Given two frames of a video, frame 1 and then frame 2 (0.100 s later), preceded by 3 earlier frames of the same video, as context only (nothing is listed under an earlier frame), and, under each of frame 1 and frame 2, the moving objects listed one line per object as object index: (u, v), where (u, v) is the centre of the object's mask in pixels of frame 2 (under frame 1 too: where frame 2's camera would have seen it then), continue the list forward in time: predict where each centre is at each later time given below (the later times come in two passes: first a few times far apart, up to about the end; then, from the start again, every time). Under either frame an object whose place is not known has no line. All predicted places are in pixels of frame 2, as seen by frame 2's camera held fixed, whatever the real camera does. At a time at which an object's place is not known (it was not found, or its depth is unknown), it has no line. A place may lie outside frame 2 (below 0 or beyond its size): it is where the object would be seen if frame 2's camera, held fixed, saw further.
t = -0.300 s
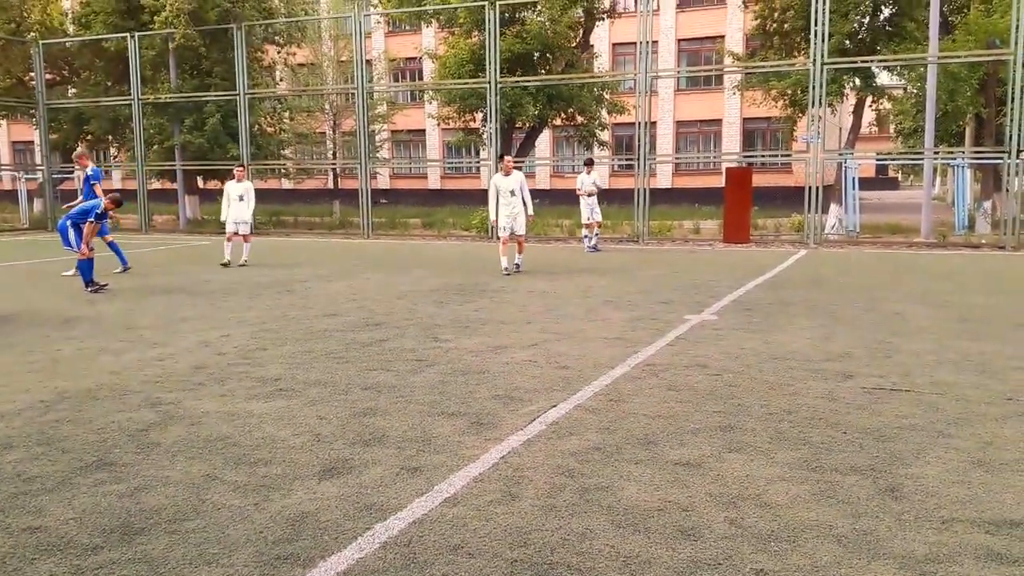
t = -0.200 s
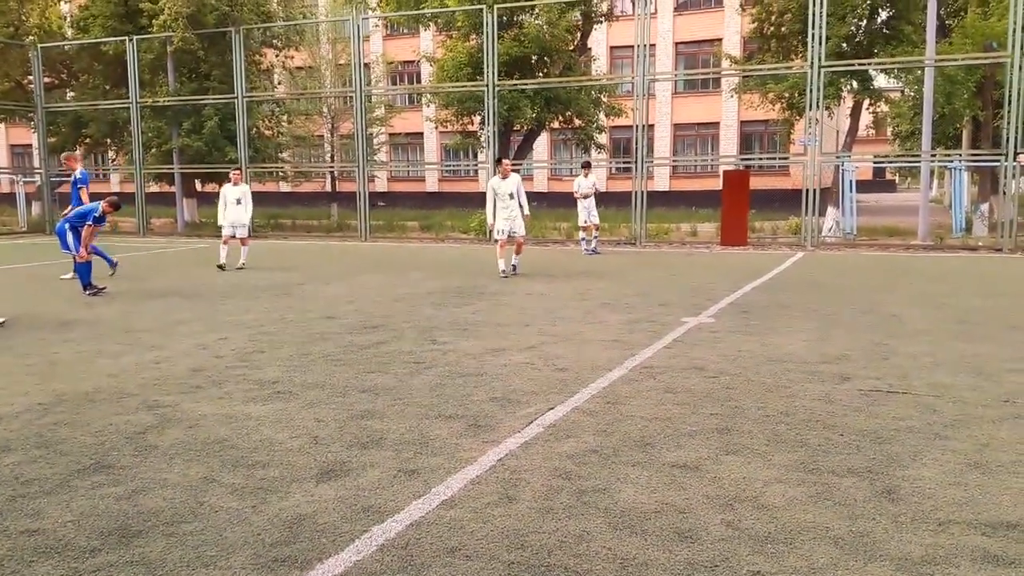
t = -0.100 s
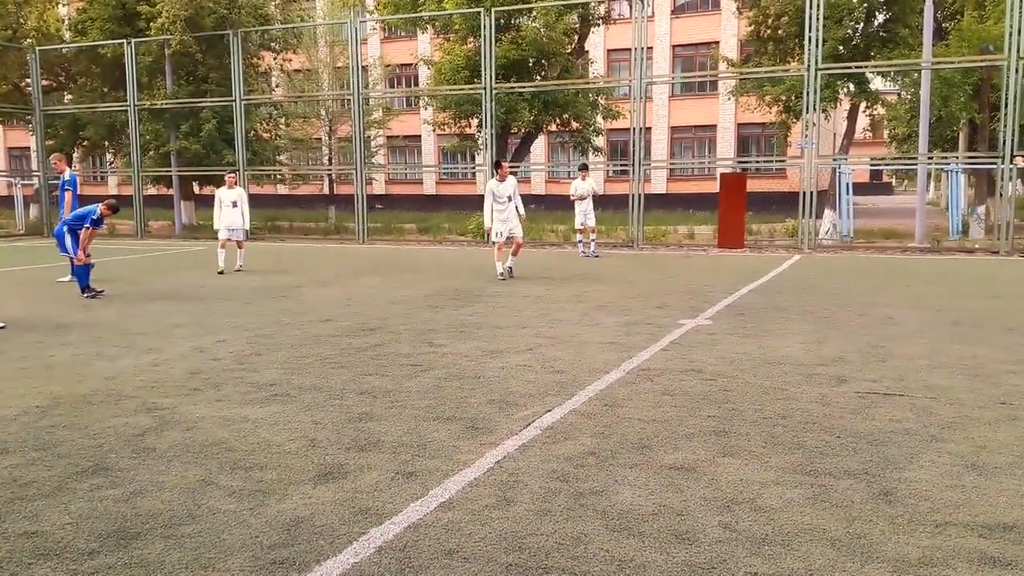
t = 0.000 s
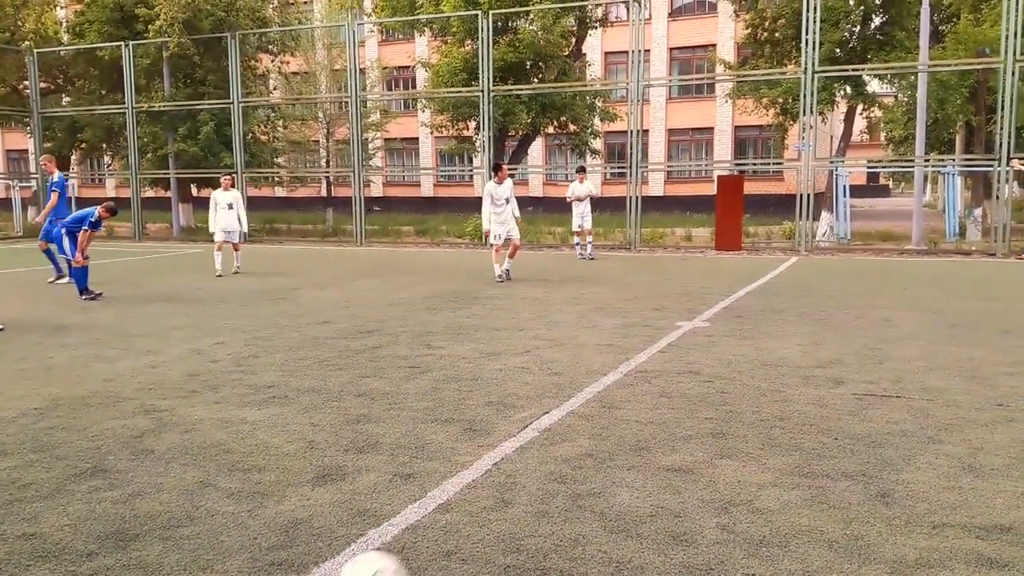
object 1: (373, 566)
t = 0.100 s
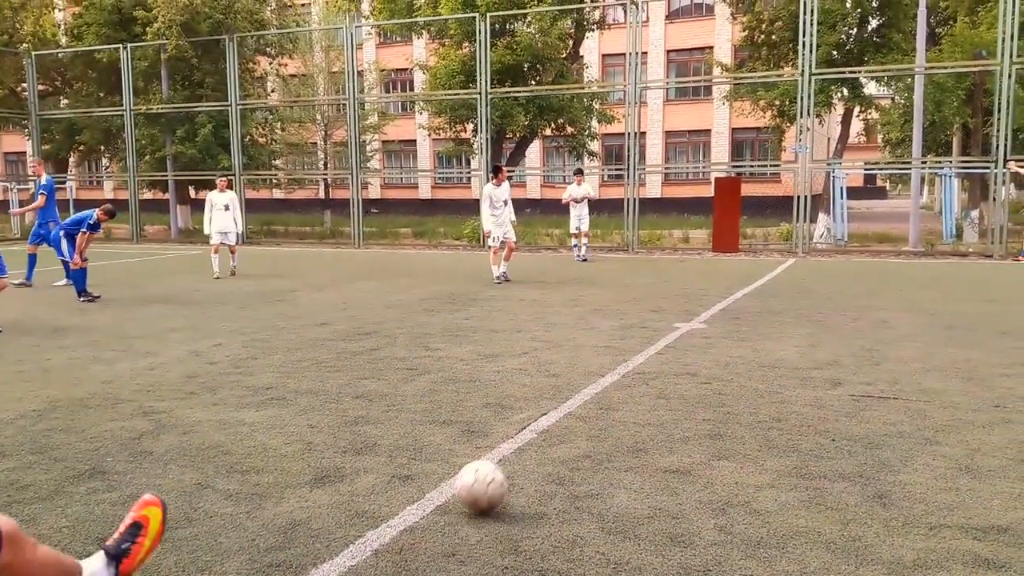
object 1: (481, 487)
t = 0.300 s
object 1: (576, 382)
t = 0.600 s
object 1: (629, 322)
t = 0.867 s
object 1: (650, 297)
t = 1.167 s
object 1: (662, 286)
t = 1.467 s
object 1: (671, 275)
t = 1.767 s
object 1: (675, 266)
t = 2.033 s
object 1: (679, 258)
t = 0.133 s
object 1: (503, 460)
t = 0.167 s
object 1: (522, 440)
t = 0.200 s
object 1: (539, 425)
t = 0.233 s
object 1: (554, 414)
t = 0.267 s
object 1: (565, 397)
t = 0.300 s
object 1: (576, 382)
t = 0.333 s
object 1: (585, 371)
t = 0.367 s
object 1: (594, 362)
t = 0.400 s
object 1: (601, 356)
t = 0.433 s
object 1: (608, 353)
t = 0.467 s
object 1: (614, 350)
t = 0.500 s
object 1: (619, 340)
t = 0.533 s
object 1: (622, 332)
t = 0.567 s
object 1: (626, 326)
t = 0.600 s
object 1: (629, 322)
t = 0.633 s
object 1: (632, 319)
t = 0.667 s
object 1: (635, 317)
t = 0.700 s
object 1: (639, 317)
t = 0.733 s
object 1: (640, 316)
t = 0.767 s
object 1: (643, 309)
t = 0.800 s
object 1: (645, 303)
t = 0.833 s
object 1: (647, 300)
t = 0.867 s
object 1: (650, 297)
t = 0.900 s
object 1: (651, 295)
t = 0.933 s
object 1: (652, 295)
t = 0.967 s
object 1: (654, 296)
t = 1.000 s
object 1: (656, 296)
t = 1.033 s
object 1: (657, 292)
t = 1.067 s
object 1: (658, 289)
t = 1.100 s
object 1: (659, 287)
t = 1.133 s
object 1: (661, 286)
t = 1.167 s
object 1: (662, 286)
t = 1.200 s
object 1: (663, 286)
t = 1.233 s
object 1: (664, 283)
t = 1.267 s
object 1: (665, 280)
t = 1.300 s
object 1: (666, 279)
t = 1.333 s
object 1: (667, 279)
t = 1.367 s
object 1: (668, 279)
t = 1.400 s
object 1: (669, 278)
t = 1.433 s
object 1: (670, 276)
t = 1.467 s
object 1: (671, 275)
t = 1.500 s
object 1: (671, 275)
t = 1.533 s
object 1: (672, 273)
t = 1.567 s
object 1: (672, 272)
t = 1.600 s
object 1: (673, 272)
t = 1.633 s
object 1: (673, 271)
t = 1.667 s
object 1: (674, 269)
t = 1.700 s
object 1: (675, 268)
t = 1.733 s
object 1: (675, 266)
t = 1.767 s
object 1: (675, 266)
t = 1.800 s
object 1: (676, 265)
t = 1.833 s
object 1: (676, 264)
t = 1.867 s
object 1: (677, 263)
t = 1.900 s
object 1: (677, 262)
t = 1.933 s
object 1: (678, 261)
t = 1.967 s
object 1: (678, 261)
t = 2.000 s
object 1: (678, 259)
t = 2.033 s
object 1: (679, 258)
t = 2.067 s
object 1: (679, 258)
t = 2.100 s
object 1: (679, 257)
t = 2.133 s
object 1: (680, 256)
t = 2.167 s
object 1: (680, 255)
